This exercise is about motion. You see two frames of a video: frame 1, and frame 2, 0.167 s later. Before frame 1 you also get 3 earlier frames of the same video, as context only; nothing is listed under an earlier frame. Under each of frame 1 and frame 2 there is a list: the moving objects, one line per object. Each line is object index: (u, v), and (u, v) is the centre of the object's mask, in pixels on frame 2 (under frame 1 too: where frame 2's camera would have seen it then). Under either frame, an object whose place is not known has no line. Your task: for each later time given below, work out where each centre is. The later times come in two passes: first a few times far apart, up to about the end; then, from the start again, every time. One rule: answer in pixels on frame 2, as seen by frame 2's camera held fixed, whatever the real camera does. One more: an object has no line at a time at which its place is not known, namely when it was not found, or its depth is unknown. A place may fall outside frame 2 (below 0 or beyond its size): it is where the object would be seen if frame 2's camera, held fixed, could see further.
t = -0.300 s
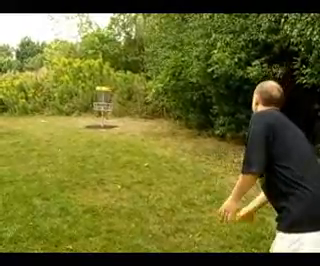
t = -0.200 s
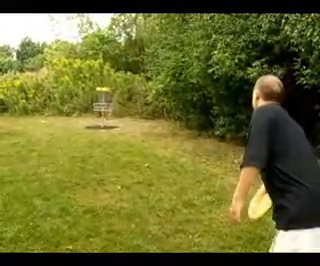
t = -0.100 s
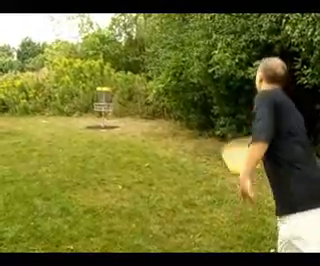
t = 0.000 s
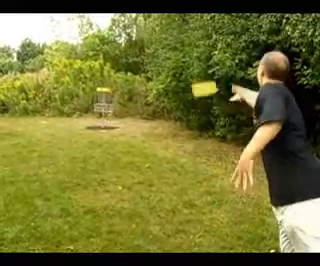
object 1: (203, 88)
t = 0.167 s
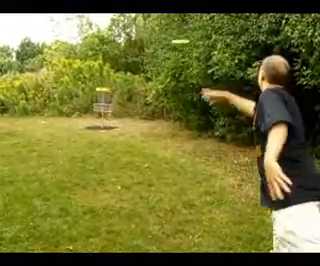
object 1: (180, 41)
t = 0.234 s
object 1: (175, 37)
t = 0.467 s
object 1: (160, 45)
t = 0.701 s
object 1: (150, 60)
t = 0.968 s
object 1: (138, 76)
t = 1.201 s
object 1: (126, 90)
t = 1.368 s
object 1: (116, 101)
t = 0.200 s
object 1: (177, 38)
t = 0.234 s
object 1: (175, 37)
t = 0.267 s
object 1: (172, 37)
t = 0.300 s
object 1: (171, 37)
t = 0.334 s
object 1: (167, 38)
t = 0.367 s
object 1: (166, 39)
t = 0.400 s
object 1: (164, 41)
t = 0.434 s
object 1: (162, 42)
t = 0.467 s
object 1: (160, 45)
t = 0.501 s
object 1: (159, 47)
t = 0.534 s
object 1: (157, 49)
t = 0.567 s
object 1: (156, 51)
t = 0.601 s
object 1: (155, 53)
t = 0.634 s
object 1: (153, 56)
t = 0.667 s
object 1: (151, 58)
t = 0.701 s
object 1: (150, 60)
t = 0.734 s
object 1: (148, 62)
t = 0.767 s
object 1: (147, 64)
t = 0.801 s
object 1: (145, 67)
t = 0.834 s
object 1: (144, 68)
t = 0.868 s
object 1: (142, 71)
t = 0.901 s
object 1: (141, 72)
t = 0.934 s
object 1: (139, 75)
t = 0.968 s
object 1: (138, 76)
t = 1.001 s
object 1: (136, 78)
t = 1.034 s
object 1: (135, 80)
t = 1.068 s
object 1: (133, 82)
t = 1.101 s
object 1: (131, 84)
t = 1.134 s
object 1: (129, 87)
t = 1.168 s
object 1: (128, 88)
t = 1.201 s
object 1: (126, 90)
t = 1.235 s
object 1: (124, 93)
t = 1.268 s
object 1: (122, 95)
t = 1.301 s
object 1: (120, 97)
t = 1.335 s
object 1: (118, 99)
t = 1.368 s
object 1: (116, 101)
